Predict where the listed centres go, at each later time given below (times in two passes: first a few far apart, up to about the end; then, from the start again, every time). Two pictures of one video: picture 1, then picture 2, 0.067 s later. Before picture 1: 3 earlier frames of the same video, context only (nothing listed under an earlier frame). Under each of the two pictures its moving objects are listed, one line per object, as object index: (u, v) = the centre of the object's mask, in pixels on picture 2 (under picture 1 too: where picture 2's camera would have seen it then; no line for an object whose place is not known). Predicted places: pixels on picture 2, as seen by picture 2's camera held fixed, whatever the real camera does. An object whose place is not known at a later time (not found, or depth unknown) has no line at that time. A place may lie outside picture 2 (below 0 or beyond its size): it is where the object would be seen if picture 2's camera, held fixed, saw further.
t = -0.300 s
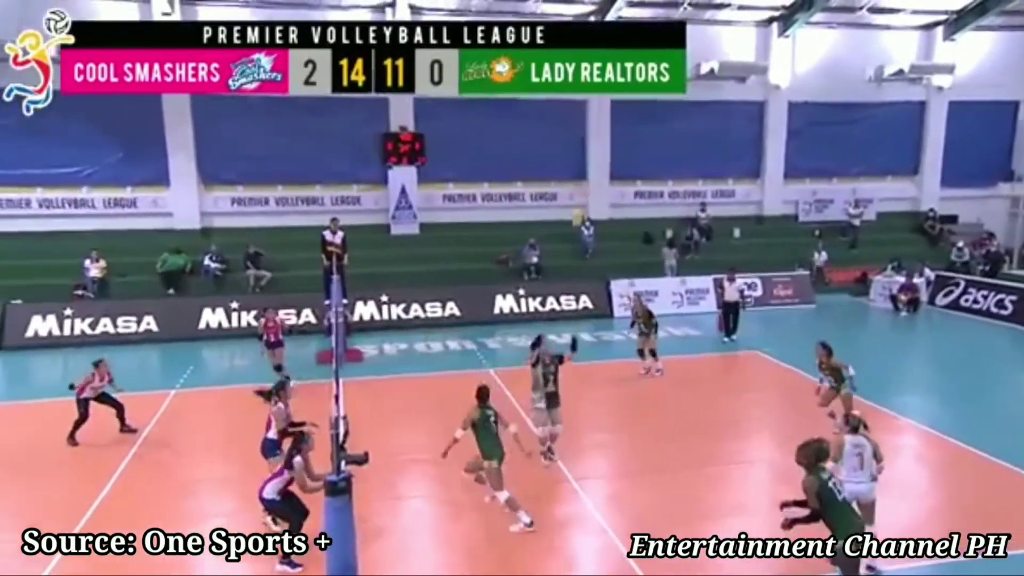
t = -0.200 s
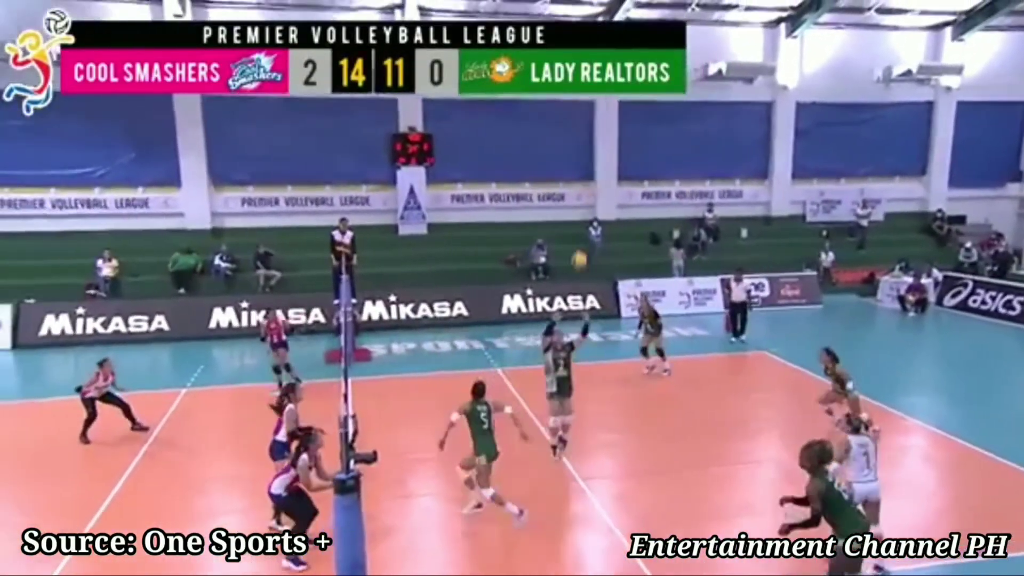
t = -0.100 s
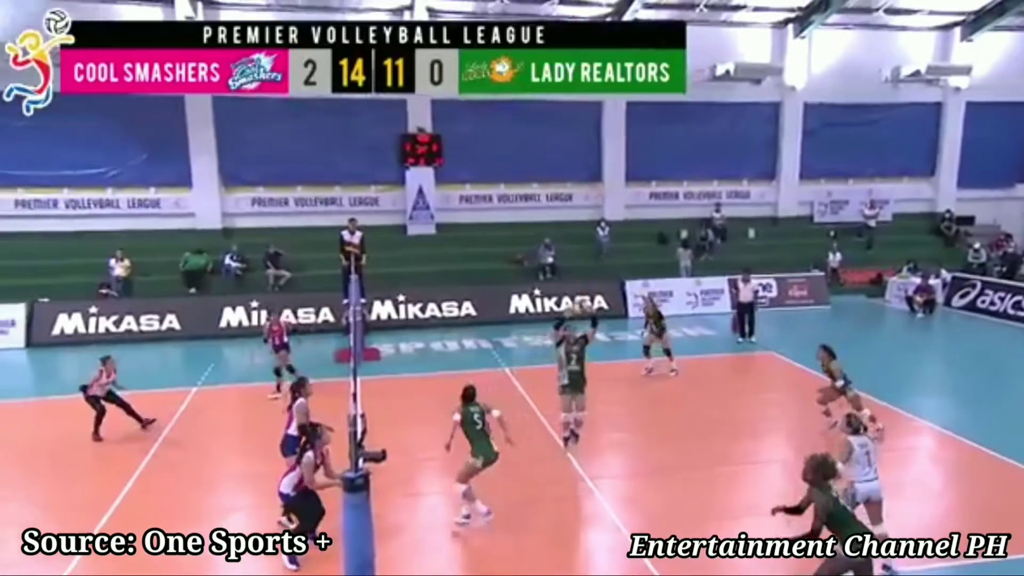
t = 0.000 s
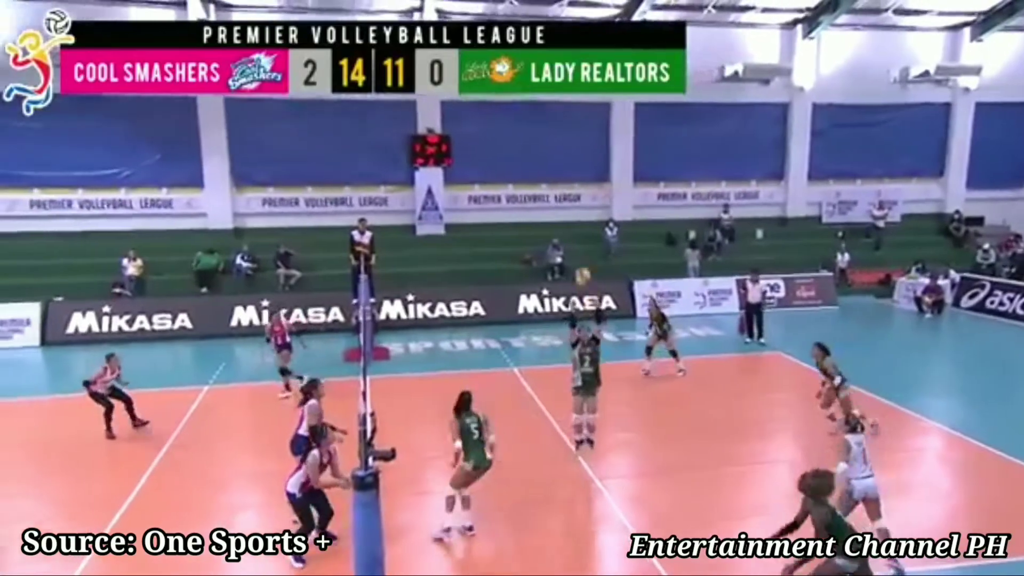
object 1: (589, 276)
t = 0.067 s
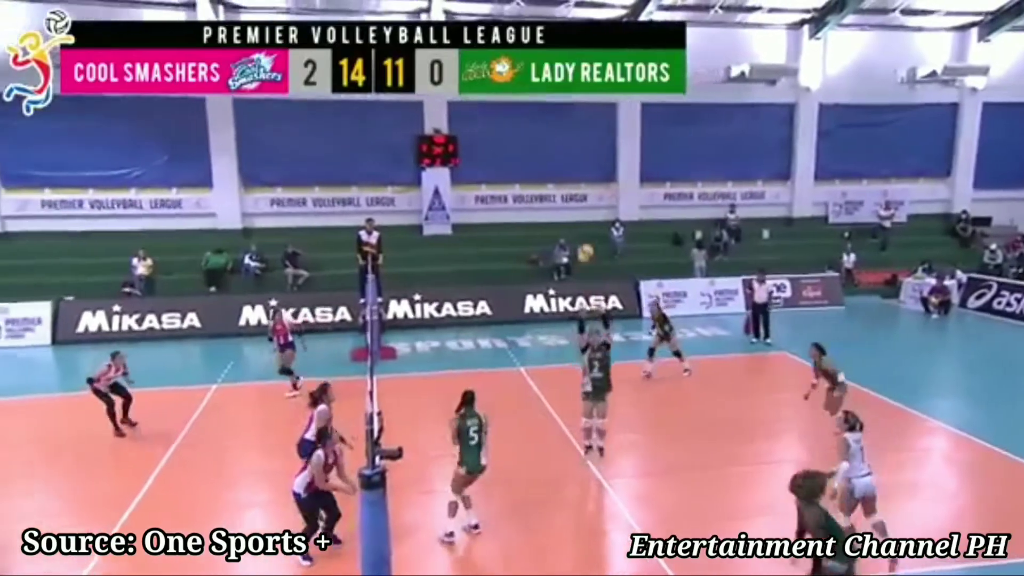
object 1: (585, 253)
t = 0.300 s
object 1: (573, 196)
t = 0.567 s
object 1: (555, 175)
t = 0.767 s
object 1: (540, 208)
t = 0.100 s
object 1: (584, 243)
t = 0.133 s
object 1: (582, 232)
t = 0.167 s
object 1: (580, 227)
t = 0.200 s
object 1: (578, 217)
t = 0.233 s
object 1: (576, 208)
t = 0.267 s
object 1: (575, 201)
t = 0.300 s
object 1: (573, 196)
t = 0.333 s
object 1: (572, 189)
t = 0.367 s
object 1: (570, 184)
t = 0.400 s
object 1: (567, 180)
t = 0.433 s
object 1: (564, 177)
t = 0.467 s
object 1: (562, 175)
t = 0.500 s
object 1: (560, 174)
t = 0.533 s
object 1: (557, 174)
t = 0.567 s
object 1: (555, 175)
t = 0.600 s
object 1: (552, 177)
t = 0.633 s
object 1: (550, 181)
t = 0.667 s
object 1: (547, 186)
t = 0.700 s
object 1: (545, 193)
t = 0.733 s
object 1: (544, 200)
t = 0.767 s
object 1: (540, 208)
